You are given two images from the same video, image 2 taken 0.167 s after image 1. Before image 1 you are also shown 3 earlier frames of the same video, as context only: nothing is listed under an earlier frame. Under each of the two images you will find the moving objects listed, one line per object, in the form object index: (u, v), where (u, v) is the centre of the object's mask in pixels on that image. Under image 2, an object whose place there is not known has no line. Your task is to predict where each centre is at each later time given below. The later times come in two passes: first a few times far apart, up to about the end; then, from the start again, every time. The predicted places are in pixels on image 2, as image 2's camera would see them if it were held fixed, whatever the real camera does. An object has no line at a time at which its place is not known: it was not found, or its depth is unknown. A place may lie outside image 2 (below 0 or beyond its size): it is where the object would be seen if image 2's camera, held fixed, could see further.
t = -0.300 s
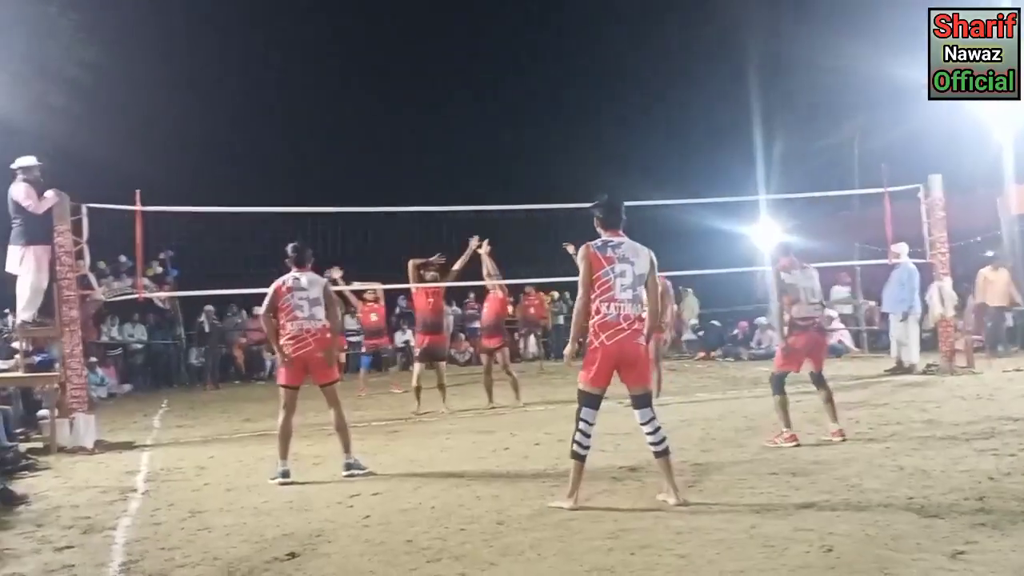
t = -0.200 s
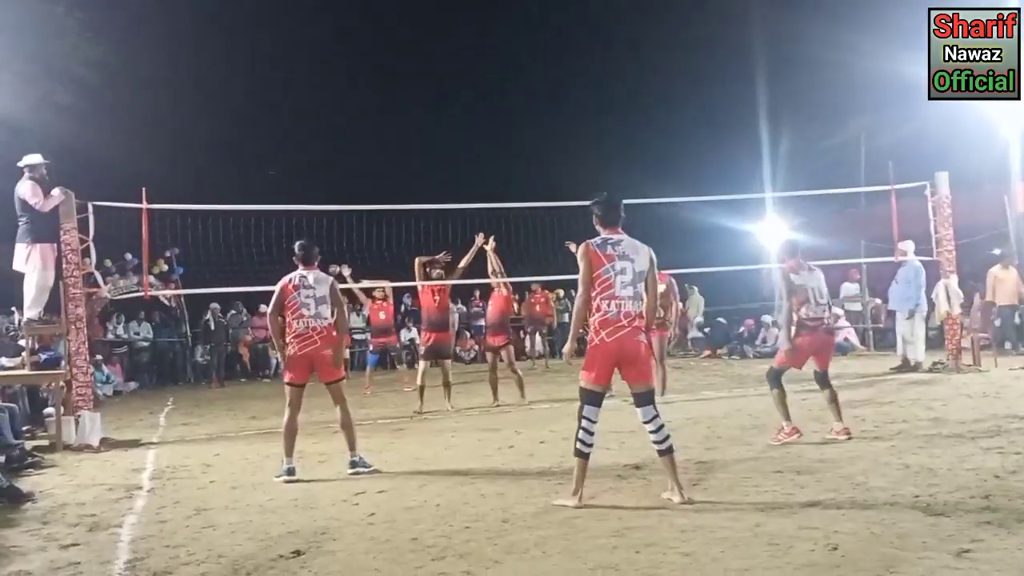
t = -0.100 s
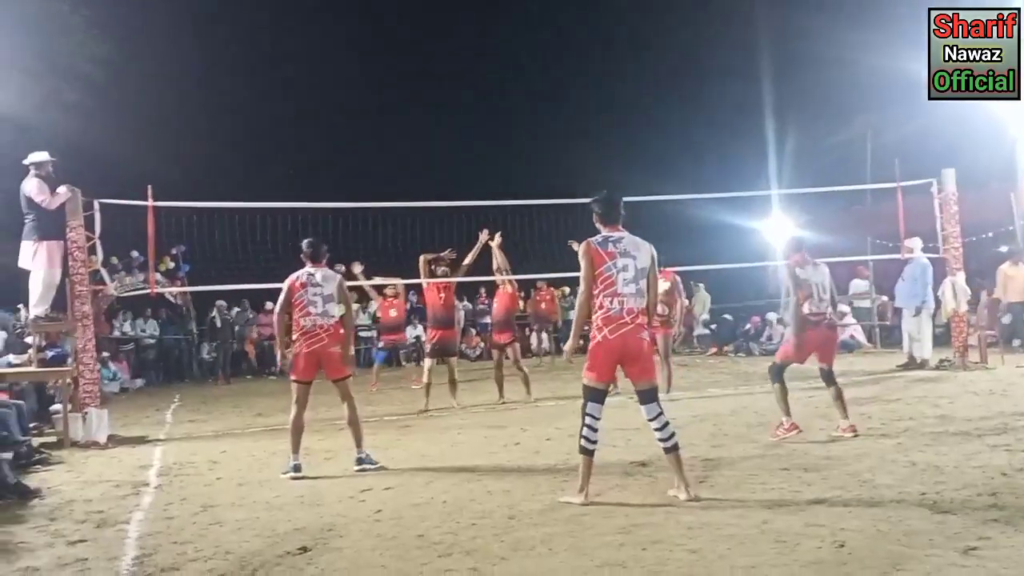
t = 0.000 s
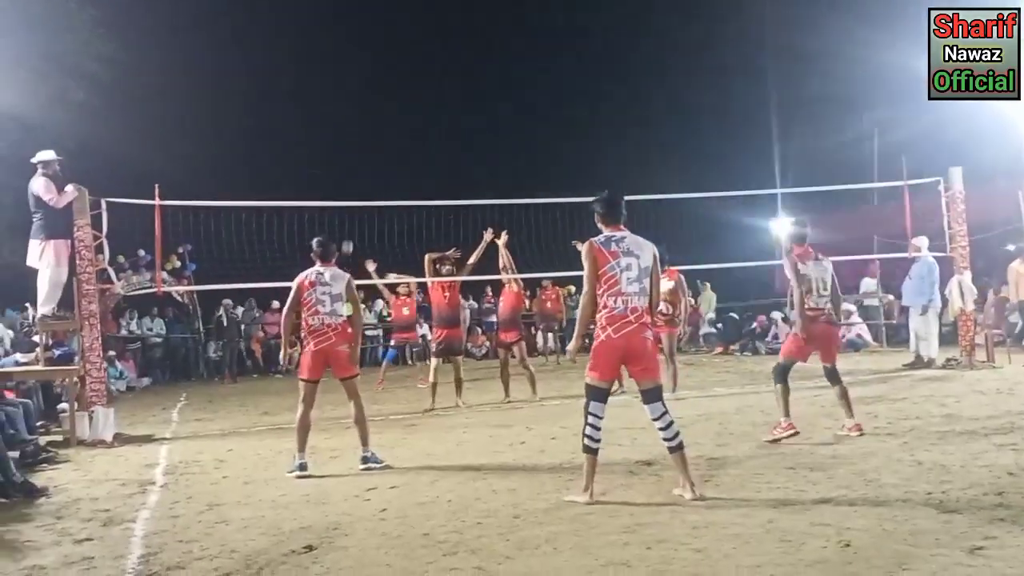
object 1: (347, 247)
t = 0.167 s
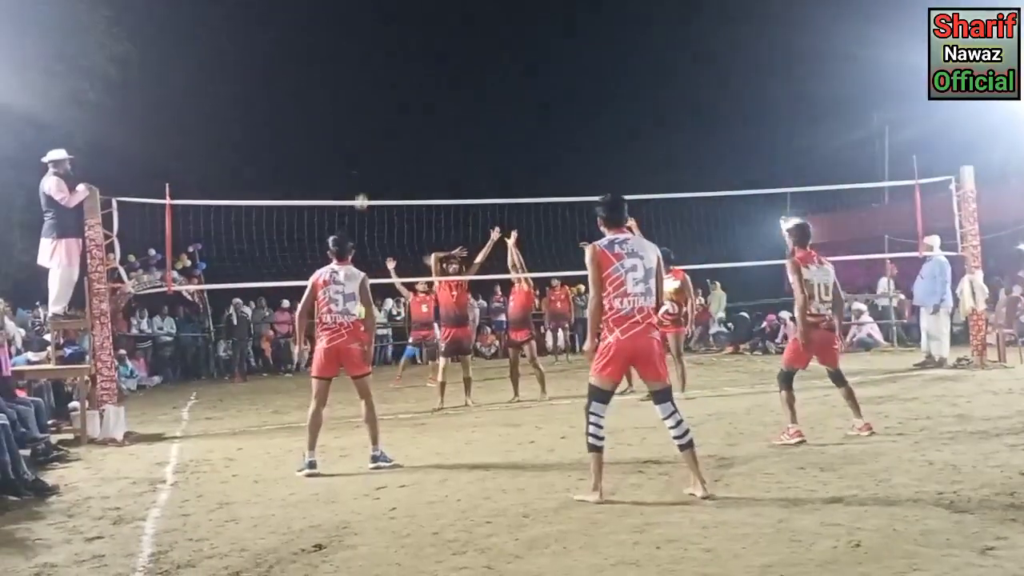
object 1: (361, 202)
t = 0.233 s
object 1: (363, 186)
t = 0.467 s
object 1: (380, 140)
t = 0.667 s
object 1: (403, 120)
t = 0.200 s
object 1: (362, 193)
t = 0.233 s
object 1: (363, 186)
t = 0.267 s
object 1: (365, 178)
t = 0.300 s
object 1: (367, 171)
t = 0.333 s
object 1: (369, 163)
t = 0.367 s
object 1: (372, 157)
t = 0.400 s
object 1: (374, 150)
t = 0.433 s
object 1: (377, 145)
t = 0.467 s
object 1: (380, 140)
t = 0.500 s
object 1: (383, 135)
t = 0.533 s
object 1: (387, 130)
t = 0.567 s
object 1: (390, 127)
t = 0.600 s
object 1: (394, 123)
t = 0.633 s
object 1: (398, 121)
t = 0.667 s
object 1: (403, 120)
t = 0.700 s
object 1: (408, 120)
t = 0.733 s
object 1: (414, 121)
